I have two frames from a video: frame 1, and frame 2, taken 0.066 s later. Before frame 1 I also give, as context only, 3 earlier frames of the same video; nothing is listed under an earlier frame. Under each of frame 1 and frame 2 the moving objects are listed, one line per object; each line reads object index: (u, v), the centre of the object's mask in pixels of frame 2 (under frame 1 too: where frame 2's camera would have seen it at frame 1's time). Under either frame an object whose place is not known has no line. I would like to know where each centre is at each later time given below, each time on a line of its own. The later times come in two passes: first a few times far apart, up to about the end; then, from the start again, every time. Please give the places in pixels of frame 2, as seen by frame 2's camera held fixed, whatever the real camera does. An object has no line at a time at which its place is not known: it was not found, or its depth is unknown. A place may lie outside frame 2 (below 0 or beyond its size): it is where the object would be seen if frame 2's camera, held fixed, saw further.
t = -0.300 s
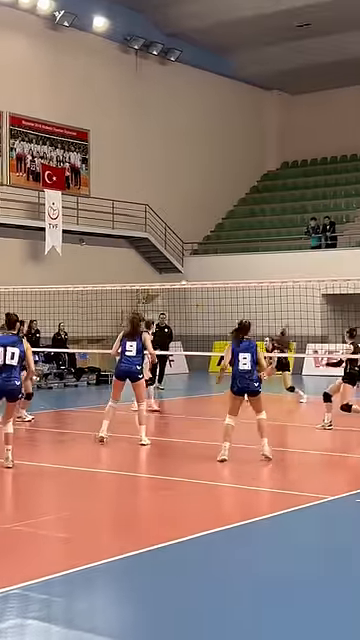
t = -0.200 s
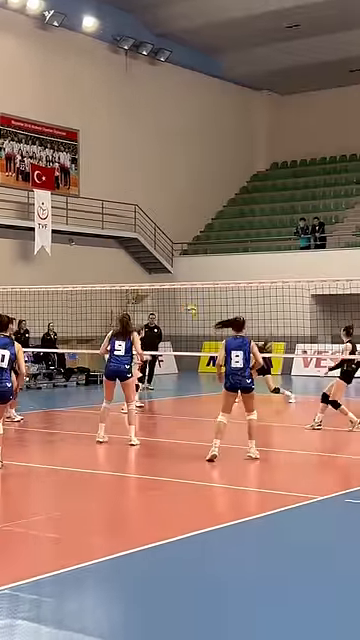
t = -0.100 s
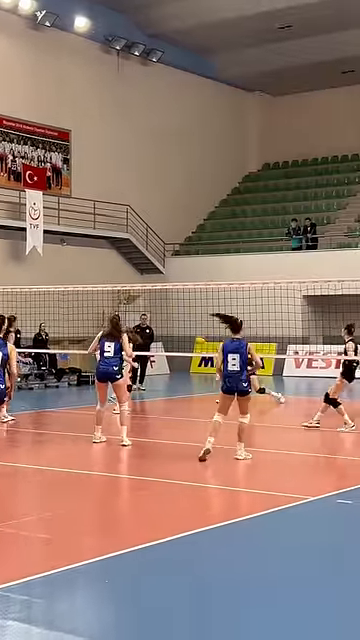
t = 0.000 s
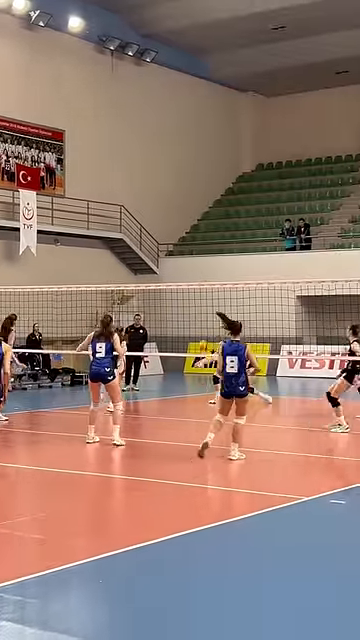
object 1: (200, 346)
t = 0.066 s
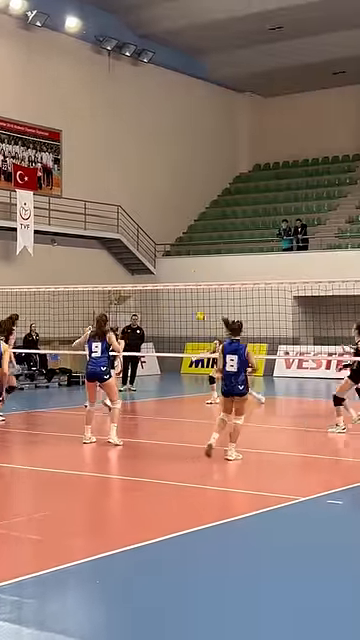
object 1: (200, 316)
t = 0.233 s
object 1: (201, 249)
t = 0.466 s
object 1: (204, 177)
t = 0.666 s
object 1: (208, 134)
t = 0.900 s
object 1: (212, 110)
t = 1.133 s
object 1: (216, 114)
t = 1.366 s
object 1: (221, 148)
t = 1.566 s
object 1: (223, 204)
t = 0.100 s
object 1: (201, 300)
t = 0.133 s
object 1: (201, 290)
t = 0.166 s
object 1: (201, 275)
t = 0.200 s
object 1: (201, 261)
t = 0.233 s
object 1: (201, 249)
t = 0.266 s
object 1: (202, 238)
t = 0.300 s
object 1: (202, 226)
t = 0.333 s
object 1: (203, 216)
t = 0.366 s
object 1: (203, 205)
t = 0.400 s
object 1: (204, 194)
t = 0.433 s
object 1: (204, 185)
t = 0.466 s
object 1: (204, 177)
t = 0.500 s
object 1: (205, 168)
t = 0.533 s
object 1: (205, 160)
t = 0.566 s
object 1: (206, 152)
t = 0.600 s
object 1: (206, 147)
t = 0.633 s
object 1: (207, 140)
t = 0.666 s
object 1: (208, 134)
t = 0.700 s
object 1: (208, 129)
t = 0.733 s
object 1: (208, 124)
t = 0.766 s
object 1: (209, 120)
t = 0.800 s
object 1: (209, 117)
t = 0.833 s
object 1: (211, 114)
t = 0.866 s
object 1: (211, 111)
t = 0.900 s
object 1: (212, 110)
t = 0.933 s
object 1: (212, 109)
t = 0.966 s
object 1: (213, 108)
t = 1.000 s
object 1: (213, 108)
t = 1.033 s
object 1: (214, 109)
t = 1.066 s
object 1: (215, 109)
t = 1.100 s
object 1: (216, 111)
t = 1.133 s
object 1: (216, 114)
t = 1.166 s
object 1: (216, 117)
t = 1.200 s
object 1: (217, 120)
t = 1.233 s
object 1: (218, 125)
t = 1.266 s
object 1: (218, 129)
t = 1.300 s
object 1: (219, 135)
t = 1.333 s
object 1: (220, 142)
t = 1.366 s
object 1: (221, 148)
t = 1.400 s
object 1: (221, 157)
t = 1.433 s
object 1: (222, 164)
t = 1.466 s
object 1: (222, 173)
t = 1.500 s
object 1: (222, 182)
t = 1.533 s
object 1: (223, 192)
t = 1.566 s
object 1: (223, 204)
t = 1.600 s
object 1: (224, 214)
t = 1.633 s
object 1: (224, 226)
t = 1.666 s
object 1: (225, 239)
